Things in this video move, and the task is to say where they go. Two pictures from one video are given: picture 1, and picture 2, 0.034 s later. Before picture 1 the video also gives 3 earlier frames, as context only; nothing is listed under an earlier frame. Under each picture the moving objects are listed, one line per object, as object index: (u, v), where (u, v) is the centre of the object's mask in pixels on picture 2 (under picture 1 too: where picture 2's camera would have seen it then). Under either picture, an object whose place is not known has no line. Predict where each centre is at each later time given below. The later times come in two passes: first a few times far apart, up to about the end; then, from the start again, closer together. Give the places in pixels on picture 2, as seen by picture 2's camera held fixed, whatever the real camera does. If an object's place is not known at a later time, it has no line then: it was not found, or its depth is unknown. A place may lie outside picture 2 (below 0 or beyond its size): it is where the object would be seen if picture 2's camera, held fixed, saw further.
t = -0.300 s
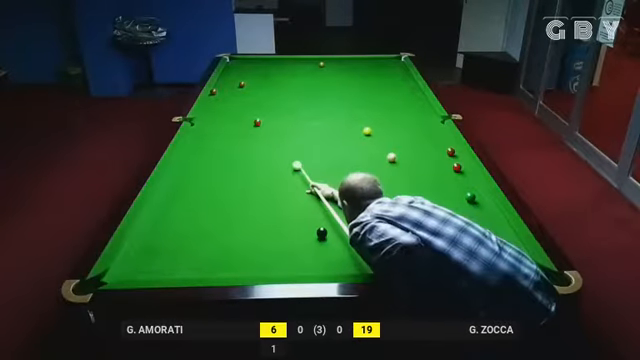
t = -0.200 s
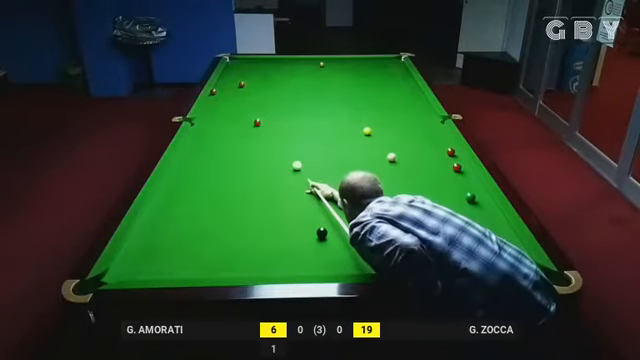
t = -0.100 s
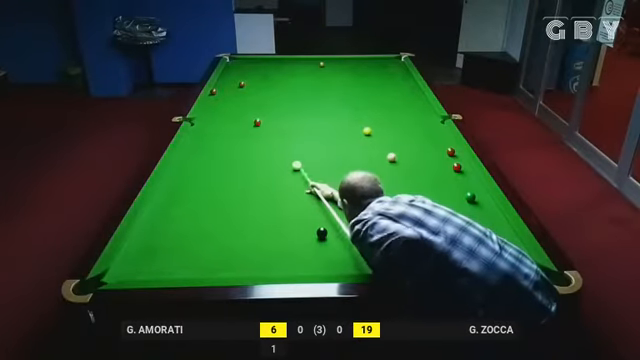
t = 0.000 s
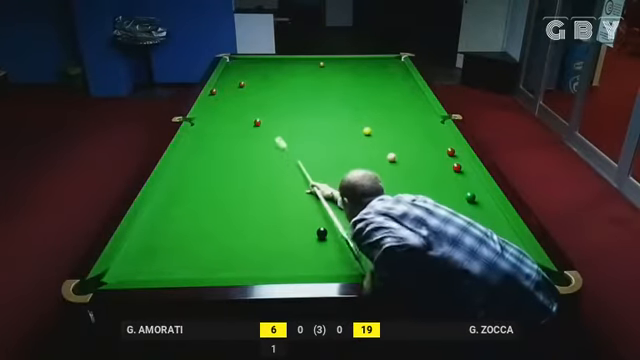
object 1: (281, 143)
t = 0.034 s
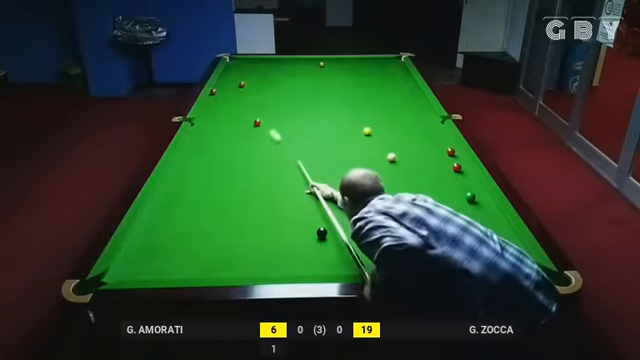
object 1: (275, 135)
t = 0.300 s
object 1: (272, 93)
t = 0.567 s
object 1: (278, 69)
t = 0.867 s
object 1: (291, 67)
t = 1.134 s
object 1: (311, 81)
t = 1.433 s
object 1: (337, 100)
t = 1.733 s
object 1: (368, 122)
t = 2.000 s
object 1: (402, 146)
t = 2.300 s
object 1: (451, 180)
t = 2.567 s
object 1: (481, 196)
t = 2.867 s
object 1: (463, 206)
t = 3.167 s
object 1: (445, 217)
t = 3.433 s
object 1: (428, 227)
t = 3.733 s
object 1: (410, 237)
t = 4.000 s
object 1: (393, 247)
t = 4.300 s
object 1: (375, 258)
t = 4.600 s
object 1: (357, 267)
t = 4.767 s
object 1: (346, 268)
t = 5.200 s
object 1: (331, 261)
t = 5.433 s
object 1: (322, 260)
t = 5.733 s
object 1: (314, 256)
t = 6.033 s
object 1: (307, 253)
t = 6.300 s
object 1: (303, 252)
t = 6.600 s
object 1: (299, 251)
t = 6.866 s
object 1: (297, 251)
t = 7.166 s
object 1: (296, 251)
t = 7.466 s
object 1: (297, 251)
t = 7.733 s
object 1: (297, 251)
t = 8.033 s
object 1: (296, 251)
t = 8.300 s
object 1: (296, 251)
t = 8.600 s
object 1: (297, 251)
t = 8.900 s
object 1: (297, 251)
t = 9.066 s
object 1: (297, 252)
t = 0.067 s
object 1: (270, 128)
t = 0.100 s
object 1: (266, 121)
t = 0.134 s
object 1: (266, 115)
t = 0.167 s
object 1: (268, 111)
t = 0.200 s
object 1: (269, 106)
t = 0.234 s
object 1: (270, 101)
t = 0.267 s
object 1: (271, 97)
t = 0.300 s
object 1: (272, 93)
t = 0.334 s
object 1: (273, 90)
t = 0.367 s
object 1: (274, 86)
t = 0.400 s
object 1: (275, 83)
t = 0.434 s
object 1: (275, 80)
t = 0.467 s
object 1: (276, 77)
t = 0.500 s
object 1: (277, 74)
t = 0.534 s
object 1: (278, 72)
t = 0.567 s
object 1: (278, 69)
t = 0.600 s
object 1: (279, 67)
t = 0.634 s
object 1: (279, 64)
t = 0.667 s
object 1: (280, 61)
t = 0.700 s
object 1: (280, 59)
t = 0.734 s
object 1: (282, 59)
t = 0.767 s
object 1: (284, 60)
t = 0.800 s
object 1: (286, 63)
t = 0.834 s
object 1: (289, 65)
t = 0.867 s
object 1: (291, 67)
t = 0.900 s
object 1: (293, 68)
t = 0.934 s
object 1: (296, 70)
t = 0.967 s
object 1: (299, 72)
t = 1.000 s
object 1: (301, 74)
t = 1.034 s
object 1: (303, 76)
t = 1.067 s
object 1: (306, 77)
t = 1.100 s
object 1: (308, 79)
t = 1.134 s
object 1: (311, 81)
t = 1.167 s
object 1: (313, 83)
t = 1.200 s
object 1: (316, 85)
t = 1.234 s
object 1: (319, 87)
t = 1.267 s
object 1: (322, 89)
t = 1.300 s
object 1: (324, 91)
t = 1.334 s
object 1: (328, 93)
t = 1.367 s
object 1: (330, 95)
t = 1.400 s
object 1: (333, 98)
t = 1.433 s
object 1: (337, 100)
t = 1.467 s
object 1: (340, 102)
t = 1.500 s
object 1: (343, 104)
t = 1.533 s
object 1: (346, 107)
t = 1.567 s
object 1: (350, 109)
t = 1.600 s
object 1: (353, 111)
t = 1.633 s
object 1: (357, 114)
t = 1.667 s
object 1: (361, 116)
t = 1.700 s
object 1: (364, 119)
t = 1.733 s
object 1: (368, 122)
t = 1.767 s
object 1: (372, 125)
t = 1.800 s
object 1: (376, 127)
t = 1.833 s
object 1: (380, 130)
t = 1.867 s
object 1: (384, 133)
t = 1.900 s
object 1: (389, 136)
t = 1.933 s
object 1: (393, 139)
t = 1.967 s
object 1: (397, 143)
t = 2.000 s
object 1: (402, 146)
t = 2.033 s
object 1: (407, 149)
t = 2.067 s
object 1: (412, 153)
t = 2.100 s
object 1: (417, 156)
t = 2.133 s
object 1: (422, 160)
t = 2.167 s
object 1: (428, 164)
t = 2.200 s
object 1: (433, 168)
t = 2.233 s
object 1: (439, 172)
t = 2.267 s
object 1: (445, 176)
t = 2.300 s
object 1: (451, 180)
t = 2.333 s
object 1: (457, 184)
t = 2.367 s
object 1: (463, 188)
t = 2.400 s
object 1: (469, 192)
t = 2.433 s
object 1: (474, 192)
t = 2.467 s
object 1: (478, 193)
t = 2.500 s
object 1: (483, 193)
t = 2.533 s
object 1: (484, 195)
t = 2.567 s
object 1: (481, 196)
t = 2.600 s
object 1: (479, 197)
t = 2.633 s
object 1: (477, 198)
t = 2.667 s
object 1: (475, 199)
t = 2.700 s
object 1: (474, 201)
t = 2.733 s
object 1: (471, 202)
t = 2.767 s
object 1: (469, 203)
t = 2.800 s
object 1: (467, 204)
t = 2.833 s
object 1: (465, 205)
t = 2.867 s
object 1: (463, 206)
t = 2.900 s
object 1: (461, 208)
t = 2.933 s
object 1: (459, 209)
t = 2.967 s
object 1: (457, 210)
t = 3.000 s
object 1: (455, 211)
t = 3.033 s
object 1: (453, 212)
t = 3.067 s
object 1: (451, 213)
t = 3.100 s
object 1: (449, 214)
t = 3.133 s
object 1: (447, 216)
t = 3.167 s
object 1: (445, 217)
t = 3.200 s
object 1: (443, 218)
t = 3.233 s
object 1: (441, 220)
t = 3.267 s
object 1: (439, 221)
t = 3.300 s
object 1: (436, 222)
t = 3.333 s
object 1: (434, 223)
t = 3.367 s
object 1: (432, 224)
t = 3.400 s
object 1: (430, 225)
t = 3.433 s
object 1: (428, 227)
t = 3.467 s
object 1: (426, 228)
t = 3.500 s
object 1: (424, 229)
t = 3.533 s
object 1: (422, 230)
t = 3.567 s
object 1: (420, 232)
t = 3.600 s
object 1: (418, 233)
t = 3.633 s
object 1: (416, 234)
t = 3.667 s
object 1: (414, 236)
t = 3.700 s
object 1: (412, 236)
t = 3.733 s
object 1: (410, 237)
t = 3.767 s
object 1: (408, 239)
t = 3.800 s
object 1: (406, 240)
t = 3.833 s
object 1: (403, 241)
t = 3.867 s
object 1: (401, 242)
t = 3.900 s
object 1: (399, 244)
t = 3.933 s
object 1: (397, 245)
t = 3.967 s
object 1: (395, 246)
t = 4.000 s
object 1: (393, 247)
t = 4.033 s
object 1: (391, 248)
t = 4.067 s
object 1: (389, 250)
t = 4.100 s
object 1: (387, 251)
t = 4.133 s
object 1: (385, 252)
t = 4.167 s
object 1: (383, 253)
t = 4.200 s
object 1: (381, 254)
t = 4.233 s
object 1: (379, 255)
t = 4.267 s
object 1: (377, 256)
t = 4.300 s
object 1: (375, 258)
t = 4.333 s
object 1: (373, 259)
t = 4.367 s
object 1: (370, 260)
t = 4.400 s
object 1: (368, 261)
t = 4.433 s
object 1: (367, 262)
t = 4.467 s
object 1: (365, 263)
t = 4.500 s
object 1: (363, 264)
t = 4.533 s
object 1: (361, 265)
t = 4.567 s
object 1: (358, 266)
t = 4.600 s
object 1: (357, 267)
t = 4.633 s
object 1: (355, 267)
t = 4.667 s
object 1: (352, 268)
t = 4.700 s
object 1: (351, 269)
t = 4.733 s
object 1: (349, 268)
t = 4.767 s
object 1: (346, 268)
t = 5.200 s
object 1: (331, 261)
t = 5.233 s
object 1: (328, 262)
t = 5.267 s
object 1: (327, 262)
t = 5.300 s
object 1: (326, 262)
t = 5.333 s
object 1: (325, 261)
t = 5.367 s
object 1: (324, 260)
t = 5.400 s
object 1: (323, 260)
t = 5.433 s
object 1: (322, 260)
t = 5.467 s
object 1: (321, 259)
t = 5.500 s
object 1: (320, 259)
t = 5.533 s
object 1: (320, 258)
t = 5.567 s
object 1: (318, 258)
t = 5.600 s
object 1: (317, 258)
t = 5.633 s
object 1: (316, 257)
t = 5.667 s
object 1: (315, 256)
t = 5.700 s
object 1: (315, 256)
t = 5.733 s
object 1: (314, 256)
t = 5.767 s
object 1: (313, 255)
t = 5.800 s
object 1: (312, 255)
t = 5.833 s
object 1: (311, 255)
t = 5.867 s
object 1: (310, 255)
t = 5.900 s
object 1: (310, 255)
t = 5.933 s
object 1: (309, 254)
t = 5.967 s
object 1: (308, 254)
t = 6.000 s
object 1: (307, 254)
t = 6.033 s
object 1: (307, 253)
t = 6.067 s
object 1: (307, 253)
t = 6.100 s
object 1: (305, 253)
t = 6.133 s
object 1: (305, 253)
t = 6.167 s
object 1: (304, 252)
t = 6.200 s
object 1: (304, 252)
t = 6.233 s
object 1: (303, 252)
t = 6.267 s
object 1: (303, 252)
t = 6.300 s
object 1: (303, 252)
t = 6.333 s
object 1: (302, 252)
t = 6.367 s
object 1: (301, 252)
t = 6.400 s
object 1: (301, 252)
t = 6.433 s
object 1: (300, 252)
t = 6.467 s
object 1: (300, 252)
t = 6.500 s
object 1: (300, 251)
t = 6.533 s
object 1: (299, 251)
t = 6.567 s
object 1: (299, 251)
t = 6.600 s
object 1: (299, 251)
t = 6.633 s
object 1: (298, 251)
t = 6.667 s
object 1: (298, 251)
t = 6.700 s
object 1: (298, 251)
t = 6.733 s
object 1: (298, 251)
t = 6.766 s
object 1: (297, 251)
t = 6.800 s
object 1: (297, 251)
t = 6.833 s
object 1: (297, 251)
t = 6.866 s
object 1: (297, 251)
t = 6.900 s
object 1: (297, 251)
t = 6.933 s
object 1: (296, 251)
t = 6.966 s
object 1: (296, 251)
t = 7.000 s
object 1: (296, 251)
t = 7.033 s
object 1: (296, 251)
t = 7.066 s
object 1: (296, 251)
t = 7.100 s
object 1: (296, 251)
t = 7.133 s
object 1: (296, 251)
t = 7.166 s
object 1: (296, 251)
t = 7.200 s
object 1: (296, 251)
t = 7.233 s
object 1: (296, 251)
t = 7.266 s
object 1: (297, 251)
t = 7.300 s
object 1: (297, 251)
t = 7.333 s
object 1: (297, 251)
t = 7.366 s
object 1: (297, 251)
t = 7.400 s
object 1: (297, 251)
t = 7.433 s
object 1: (297, 251)
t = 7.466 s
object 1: (297, 251)
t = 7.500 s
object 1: (297, 251)
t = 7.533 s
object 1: (297, 251)
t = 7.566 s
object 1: (297, 251)
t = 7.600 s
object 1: (297, 251)
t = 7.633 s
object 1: (297, 251)
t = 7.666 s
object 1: (297, 251)
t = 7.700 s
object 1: (297, 251)
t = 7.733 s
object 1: (297, 251)
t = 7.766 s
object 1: (297, 251)
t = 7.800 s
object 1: (296, 251)
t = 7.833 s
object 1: (296, 251)
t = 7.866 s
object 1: (296, 251)
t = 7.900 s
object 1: (296, 251)
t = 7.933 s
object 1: (296, 251)
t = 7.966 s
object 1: (296, 251)
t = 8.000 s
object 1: (297, 251)
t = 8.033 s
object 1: (296, 251)
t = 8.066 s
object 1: (297, 251)
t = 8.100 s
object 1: (296, 251)
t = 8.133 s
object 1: (296, 251)
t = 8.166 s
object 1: (296, 251)
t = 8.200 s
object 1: (296, 251)
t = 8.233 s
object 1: (297, 251)
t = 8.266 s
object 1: (297, 251)
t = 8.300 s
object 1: (296, 251)
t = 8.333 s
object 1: (297, 251)
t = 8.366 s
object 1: (297, 251)
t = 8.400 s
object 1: (297, 251)
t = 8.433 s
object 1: (297, 251)
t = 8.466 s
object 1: (296, 251)
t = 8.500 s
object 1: (297, 251)
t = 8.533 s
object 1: (297, 251)
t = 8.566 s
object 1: (297, 251)
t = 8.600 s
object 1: (297, 251)
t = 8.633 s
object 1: (297, 251)
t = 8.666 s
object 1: (297, 251)
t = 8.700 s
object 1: (297, 251)
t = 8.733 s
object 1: (297, 251)
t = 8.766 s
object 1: (297, 251)
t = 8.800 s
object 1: (296, 251)
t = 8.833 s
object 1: (297, 251)
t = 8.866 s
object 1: (297, 251)
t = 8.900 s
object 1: (297, 251)
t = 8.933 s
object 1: (297, 252)
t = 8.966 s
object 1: (297, 252)
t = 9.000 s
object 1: (296, 252)
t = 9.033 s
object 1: (296, 252)
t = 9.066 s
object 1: (297, 252)
